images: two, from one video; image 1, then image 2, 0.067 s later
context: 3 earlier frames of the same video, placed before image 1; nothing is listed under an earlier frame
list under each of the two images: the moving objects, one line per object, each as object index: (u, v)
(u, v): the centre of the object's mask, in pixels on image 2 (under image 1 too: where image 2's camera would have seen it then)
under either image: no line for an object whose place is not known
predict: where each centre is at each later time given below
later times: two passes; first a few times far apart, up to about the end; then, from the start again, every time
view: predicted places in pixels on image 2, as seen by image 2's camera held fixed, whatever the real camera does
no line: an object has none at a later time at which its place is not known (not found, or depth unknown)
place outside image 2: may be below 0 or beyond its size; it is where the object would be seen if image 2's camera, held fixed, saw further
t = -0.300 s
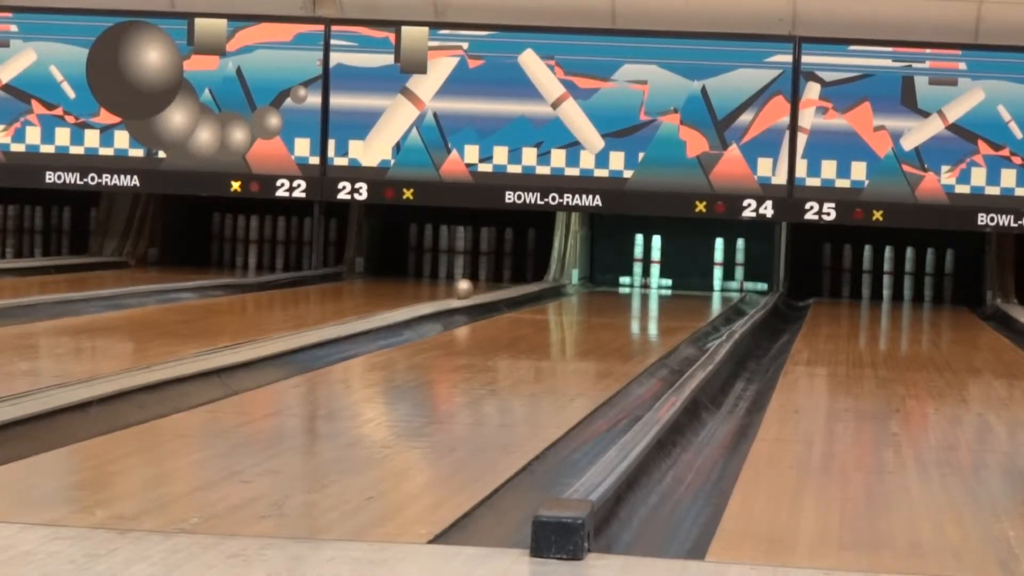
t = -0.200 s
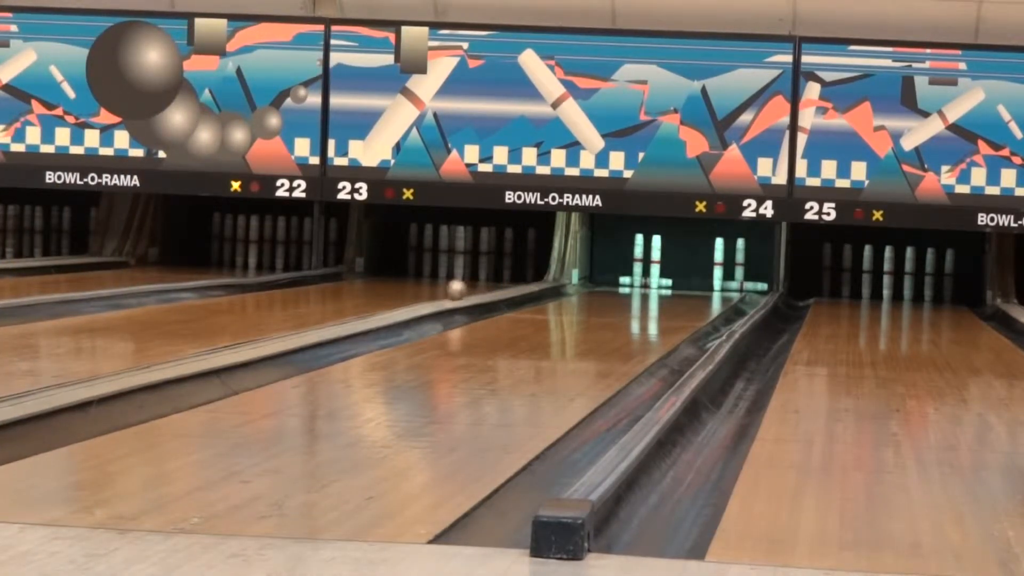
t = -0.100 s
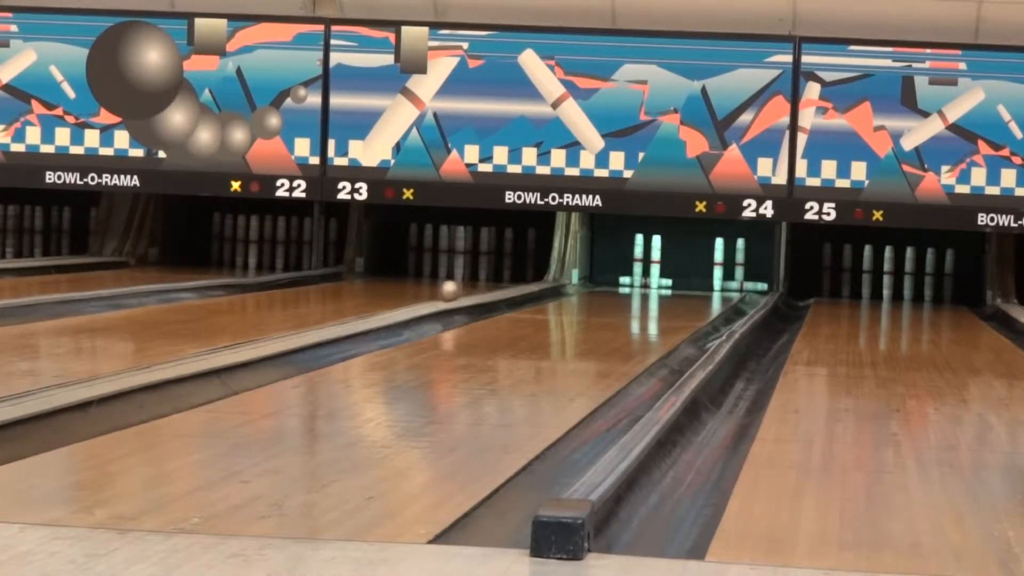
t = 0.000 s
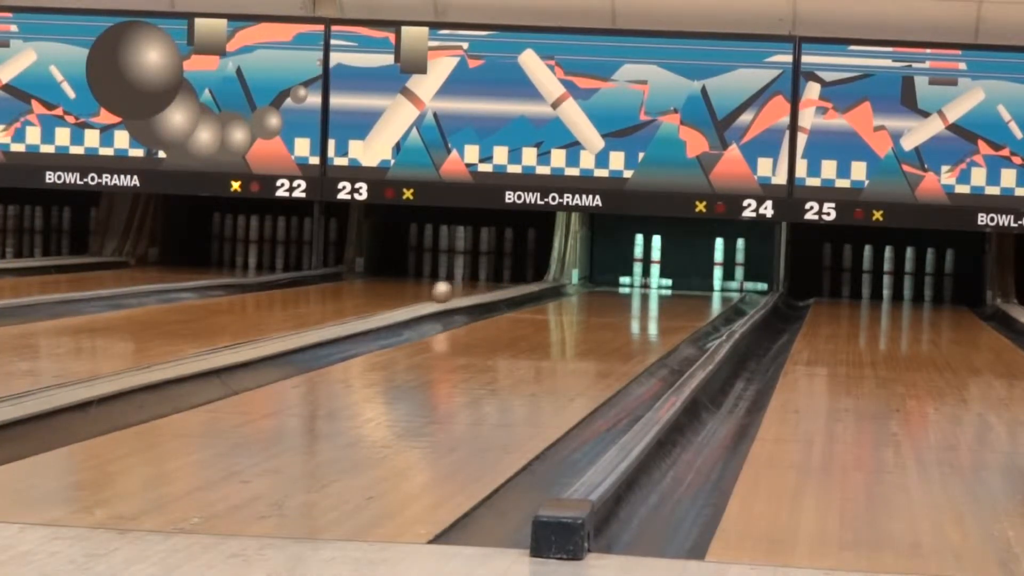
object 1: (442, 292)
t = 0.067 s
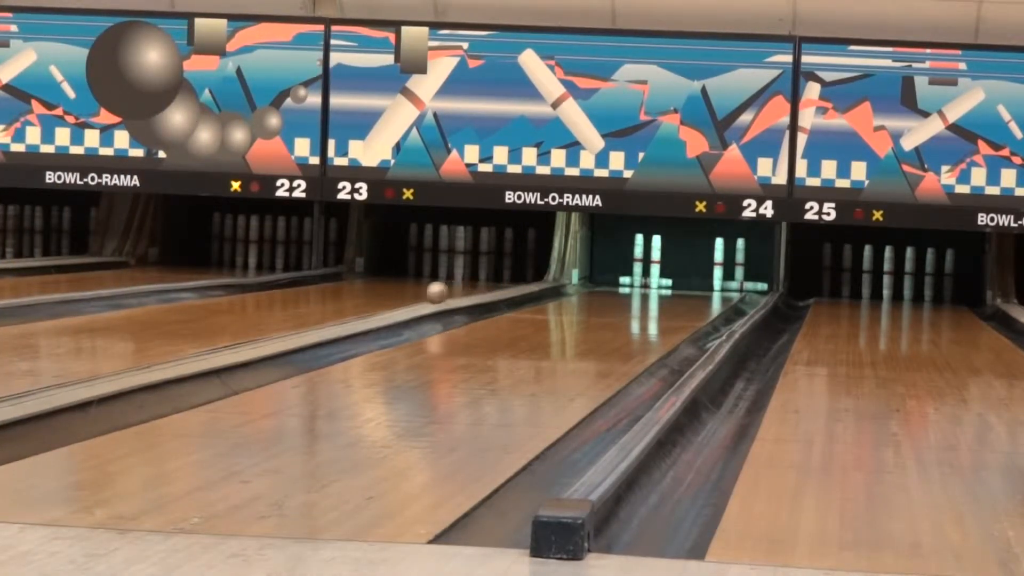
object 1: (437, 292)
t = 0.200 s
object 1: (426, 294)
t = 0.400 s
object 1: (410, 298)
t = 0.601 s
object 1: (392, 302)
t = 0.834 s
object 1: (370, 307)
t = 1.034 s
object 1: (349, 311)
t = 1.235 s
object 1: (327, 316)
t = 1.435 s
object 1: (302, 321)
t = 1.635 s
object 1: (274, 327)
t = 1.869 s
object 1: (239, 334)
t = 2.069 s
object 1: (205, 340)
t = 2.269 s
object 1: (168, 348)
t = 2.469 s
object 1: (124, 358)
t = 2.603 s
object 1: (94, 364)
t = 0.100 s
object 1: (435, 293)
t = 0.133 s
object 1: (431, 293)
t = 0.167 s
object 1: (430, 293)
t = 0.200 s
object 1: (426, 294)
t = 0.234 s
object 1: (423, 295)
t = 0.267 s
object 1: (421, 295)
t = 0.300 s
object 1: (418, 296)
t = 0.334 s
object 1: (416, 296)
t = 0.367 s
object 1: (413, 297)
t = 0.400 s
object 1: (410, 298)
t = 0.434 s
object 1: (407, 298)
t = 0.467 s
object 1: (404, 299)
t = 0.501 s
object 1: (401, 300)
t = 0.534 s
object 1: (398, 301)
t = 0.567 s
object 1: (395, 301)
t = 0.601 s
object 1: (392, 302)
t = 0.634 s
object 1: (389, 303)
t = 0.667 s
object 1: (386, 304)
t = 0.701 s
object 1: (383, 304)
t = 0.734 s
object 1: (380, 305)
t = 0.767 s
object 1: (376, 306)
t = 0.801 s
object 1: (374, 306)
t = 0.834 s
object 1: (370, 307)
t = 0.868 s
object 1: (367, 308)
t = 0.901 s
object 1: (363, 308)
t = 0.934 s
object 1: (359, 309)
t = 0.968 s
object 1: (356, 310)
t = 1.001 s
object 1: (353, 310)
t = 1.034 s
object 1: (349, 311)
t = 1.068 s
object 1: (345, 312)
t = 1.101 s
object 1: (342, 312)
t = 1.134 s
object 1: (338, 313)
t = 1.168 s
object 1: (334, 314)
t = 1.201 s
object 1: (330, 315)
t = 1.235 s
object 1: (327, 316)
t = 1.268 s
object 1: (322, 317)
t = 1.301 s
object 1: (318, 317)
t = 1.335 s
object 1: (315, 318)
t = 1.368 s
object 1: (311, 319)
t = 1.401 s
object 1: (307, 319)
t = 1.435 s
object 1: (302, 321)
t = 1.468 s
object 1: (298, 322)
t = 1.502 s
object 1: (292, 323)
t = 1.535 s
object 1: (288, 324)
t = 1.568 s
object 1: (285, 325)
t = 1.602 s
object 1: (279, 326)
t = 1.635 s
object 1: (274, 327)
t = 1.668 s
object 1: (269, 328)
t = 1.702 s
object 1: (264, 329)
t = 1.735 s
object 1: (259, 330)
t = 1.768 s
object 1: (255, 331)
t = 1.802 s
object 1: (249, 332)
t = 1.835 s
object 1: (244, 333)
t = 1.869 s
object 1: (239, 334)
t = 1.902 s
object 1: (234, 336)
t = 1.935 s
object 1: (228, 337)
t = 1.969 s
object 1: (222, 337)
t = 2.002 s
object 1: (218, 339)
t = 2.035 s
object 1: (211, 340)
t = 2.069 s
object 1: (205, 340)
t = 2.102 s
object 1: (199, 342)
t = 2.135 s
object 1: (193, 343)
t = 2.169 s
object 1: (187, 344)
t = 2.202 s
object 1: (180, 345)
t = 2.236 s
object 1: (174, 347)
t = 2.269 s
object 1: (168, 348)
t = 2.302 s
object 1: (160, 350)
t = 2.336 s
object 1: (153, 351)
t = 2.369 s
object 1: (146, 352)
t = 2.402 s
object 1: (140, 354)
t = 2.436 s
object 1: (132, 356)
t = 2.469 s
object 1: (124, 358)
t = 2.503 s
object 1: (118, 358)
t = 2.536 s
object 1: (110, 361)
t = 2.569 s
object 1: (102, 363)
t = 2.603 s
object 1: (94, 364)
